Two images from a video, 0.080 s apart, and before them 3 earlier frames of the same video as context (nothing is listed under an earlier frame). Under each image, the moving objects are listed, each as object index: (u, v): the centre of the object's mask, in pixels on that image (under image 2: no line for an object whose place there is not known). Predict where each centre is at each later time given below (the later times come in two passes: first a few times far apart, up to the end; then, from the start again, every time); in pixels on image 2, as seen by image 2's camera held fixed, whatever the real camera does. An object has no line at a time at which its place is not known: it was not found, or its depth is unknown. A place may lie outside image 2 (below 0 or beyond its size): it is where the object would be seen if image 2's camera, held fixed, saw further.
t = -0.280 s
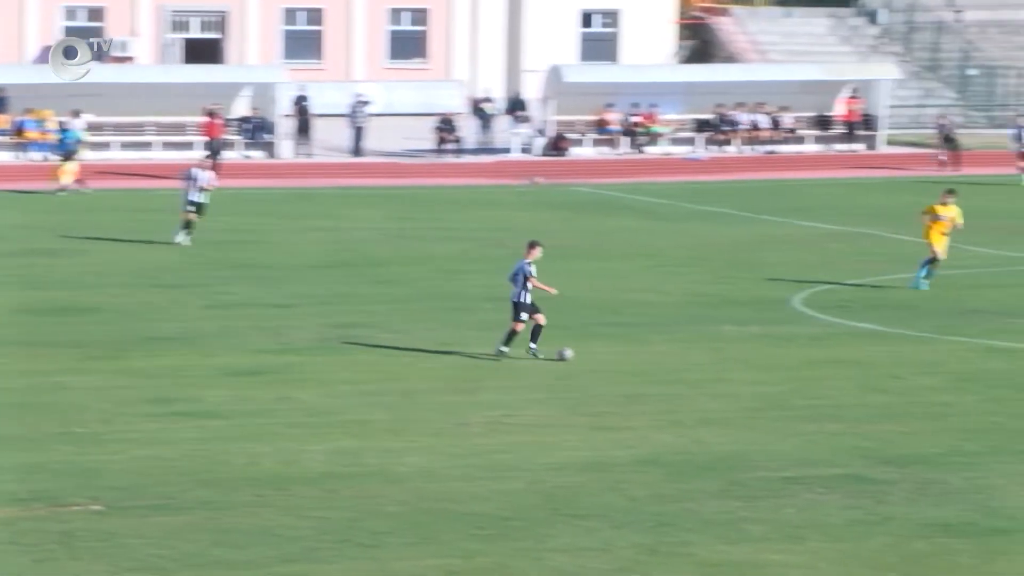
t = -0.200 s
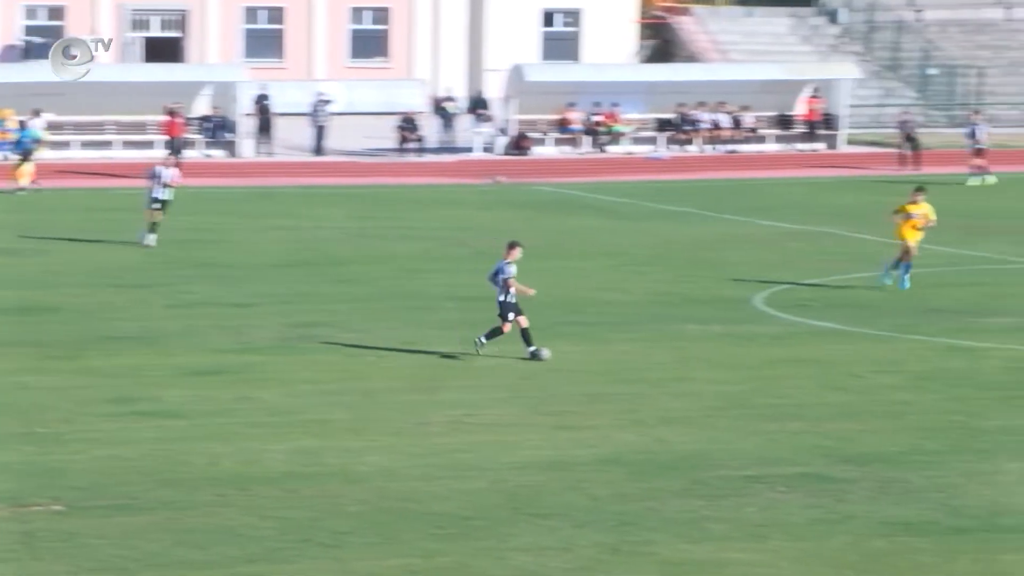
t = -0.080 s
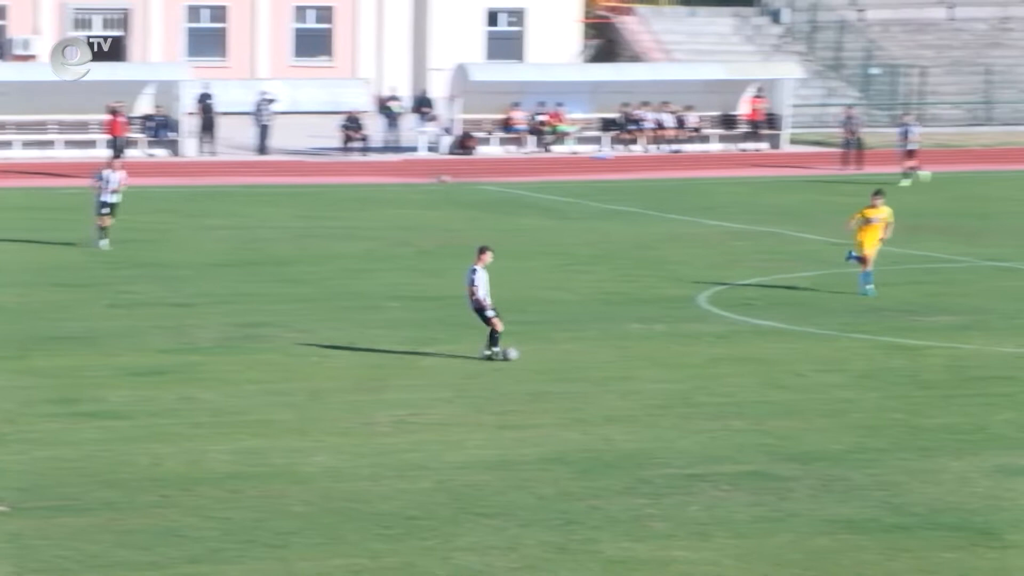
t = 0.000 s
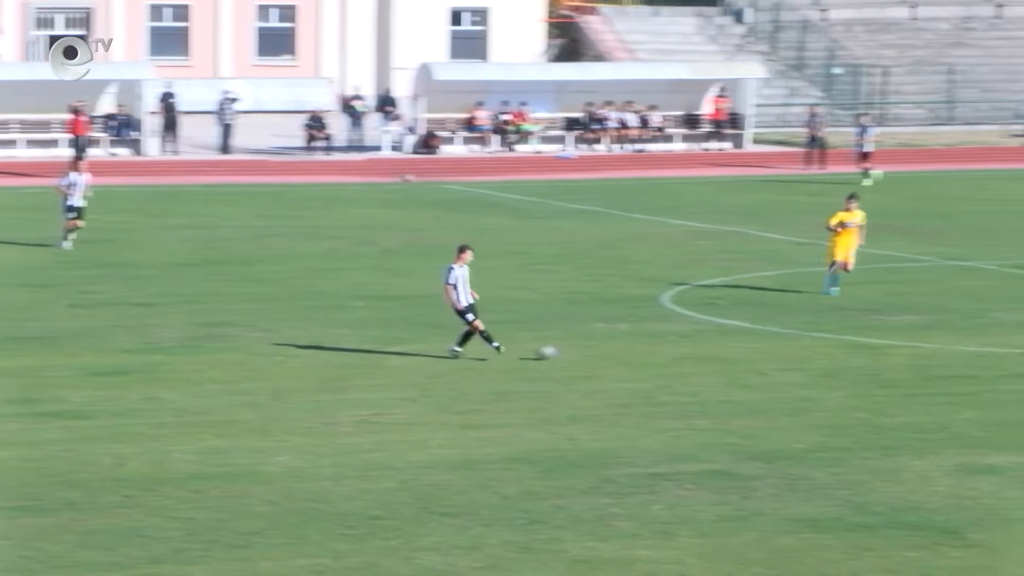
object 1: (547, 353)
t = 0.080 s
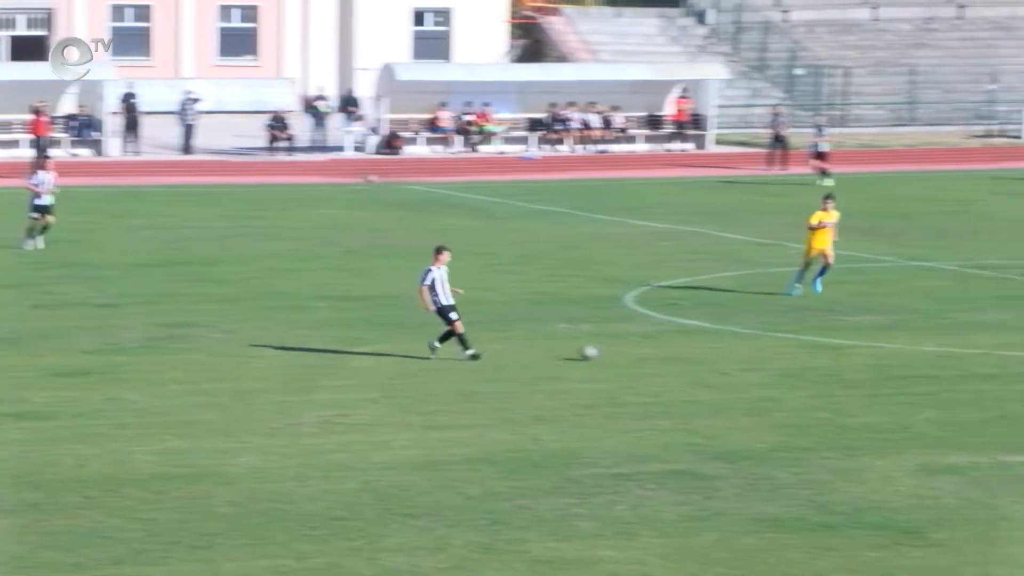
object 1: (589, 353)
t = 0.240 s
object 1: (732, 353)
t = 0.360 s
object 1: (830, 355)
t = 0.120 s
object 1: (627, 354)
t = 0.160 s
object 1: (664, 355)
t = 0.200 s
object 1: (698, 354)
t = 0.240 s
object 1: (732, 353)
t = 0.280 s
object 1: (765, 354)
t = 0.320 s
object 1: (798, 355)
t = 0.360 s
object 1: (830, 355)
